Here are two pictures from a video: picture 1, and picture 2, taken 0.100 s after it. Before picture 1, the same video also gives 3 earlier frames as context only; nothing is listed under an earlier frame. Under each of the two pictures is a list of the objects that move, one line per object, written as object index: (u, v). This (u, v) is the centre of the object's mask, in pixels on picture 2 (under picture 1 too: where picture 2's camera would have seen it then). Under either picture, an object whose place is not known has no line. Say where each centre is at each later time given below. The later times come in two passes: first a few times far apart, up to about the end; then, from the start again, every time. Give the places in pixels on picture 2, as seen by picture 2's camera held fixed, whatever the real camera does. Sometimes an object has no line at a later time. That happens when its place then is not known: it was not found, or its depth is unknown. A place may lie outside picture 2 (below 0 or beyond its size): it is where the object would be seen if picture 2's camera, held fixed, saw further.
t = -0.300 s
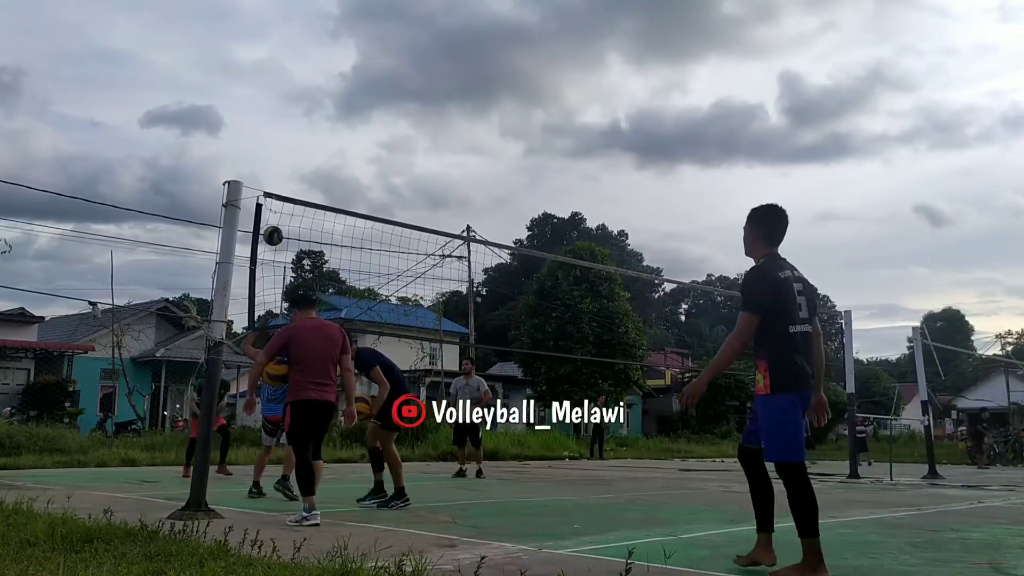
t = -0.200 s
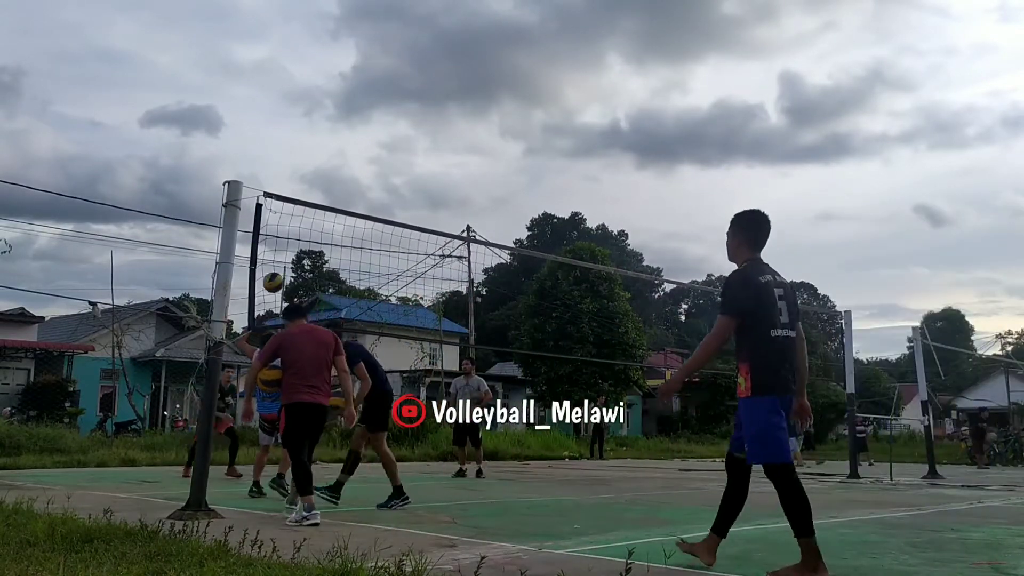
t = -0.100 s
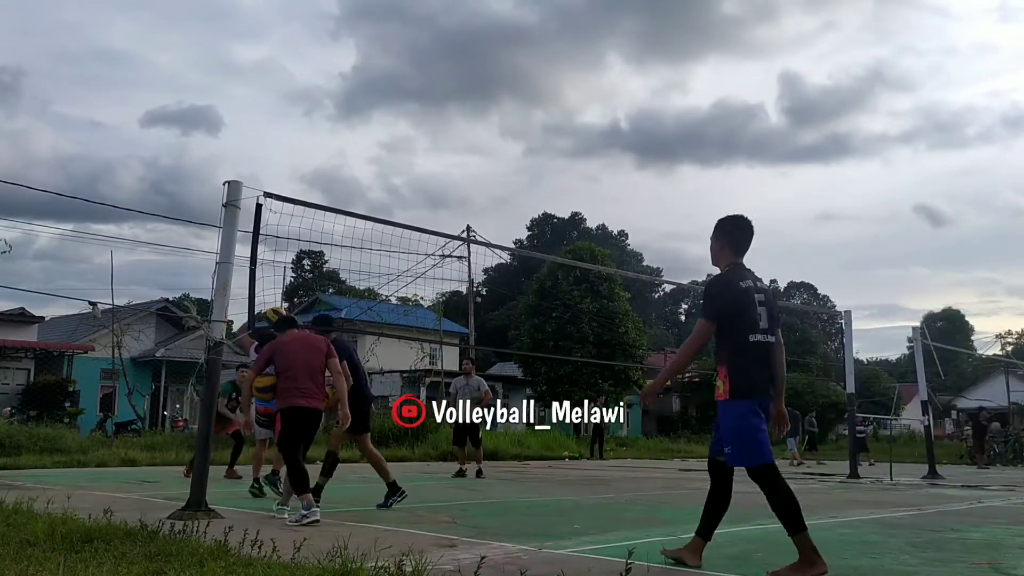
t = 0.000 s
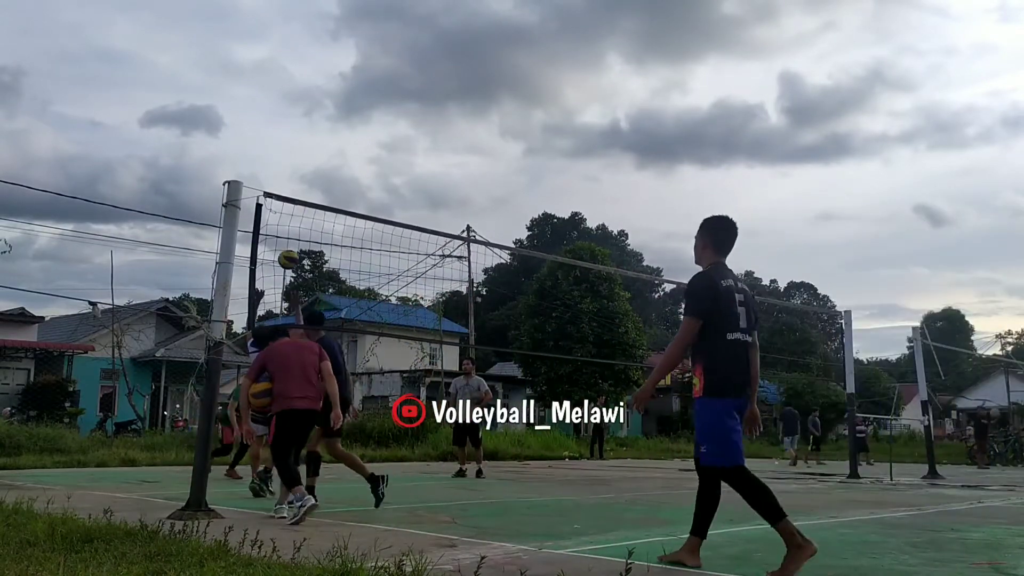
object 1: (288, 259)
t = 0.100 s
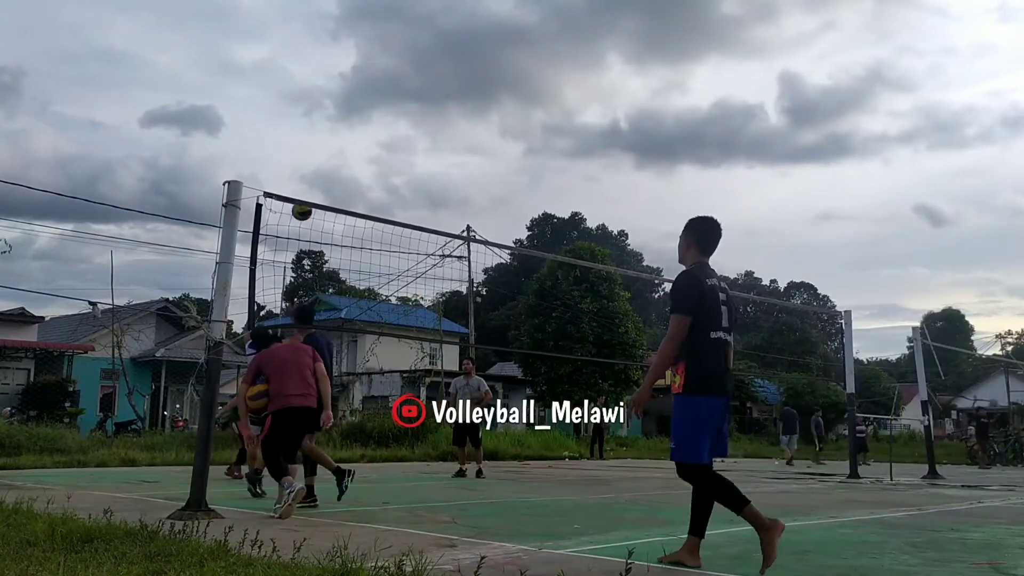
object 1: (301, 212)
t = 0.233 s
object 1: (318, 163)
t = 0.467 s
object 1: (343, 120)
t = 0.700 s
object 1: (363, 124)
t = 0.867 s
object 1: (376, 154)
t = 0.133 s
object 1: (306, 195)
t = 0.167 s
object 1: (310, 184)
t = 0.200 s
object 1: (314, 173)
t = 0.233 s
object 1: (318, 163)
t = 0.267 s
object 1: (322, 153)
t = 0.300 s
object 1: (326, 145)
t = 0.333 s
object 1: (329, 138)
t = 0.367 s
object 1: (333, 132)
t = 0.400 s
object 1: (336, 127)
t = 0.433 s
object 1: (339, 123)
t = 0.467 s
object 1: (343, 120)
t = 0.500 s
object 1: (346, 117)
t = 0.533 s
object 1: (349, 116)
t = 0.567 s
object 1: (352, 116)
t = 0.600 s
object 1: (355, 116)
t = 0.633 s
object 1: (358, 118)
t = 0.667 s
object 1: (360, 120)
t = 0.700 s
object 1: (363, 124)
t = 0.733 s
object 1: (366, 128)
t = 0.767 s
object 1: (369, 133)
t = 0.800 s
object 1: (371, 139)
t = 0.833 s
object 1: (374, 146)
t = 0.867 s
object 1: (376, 154)
